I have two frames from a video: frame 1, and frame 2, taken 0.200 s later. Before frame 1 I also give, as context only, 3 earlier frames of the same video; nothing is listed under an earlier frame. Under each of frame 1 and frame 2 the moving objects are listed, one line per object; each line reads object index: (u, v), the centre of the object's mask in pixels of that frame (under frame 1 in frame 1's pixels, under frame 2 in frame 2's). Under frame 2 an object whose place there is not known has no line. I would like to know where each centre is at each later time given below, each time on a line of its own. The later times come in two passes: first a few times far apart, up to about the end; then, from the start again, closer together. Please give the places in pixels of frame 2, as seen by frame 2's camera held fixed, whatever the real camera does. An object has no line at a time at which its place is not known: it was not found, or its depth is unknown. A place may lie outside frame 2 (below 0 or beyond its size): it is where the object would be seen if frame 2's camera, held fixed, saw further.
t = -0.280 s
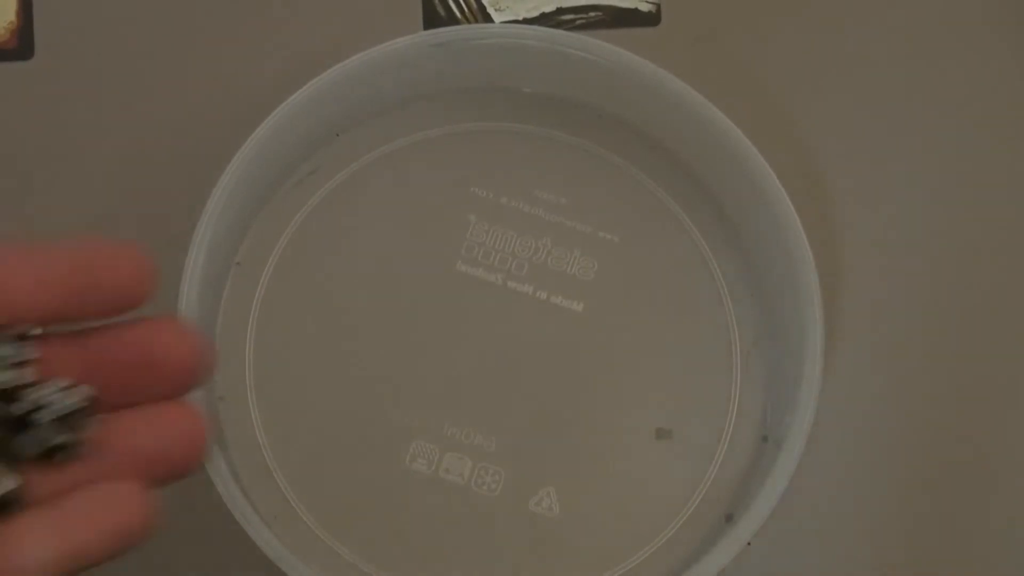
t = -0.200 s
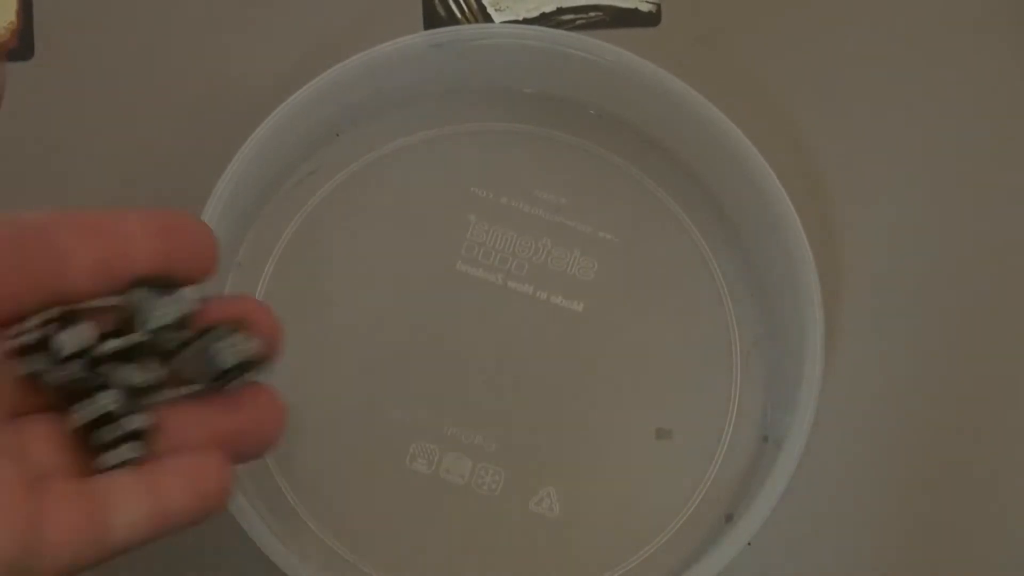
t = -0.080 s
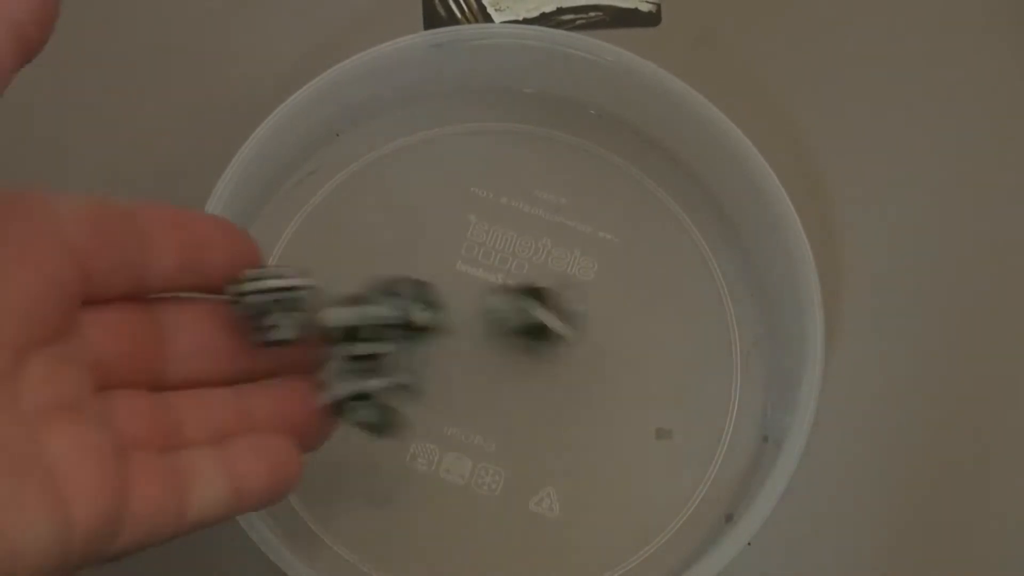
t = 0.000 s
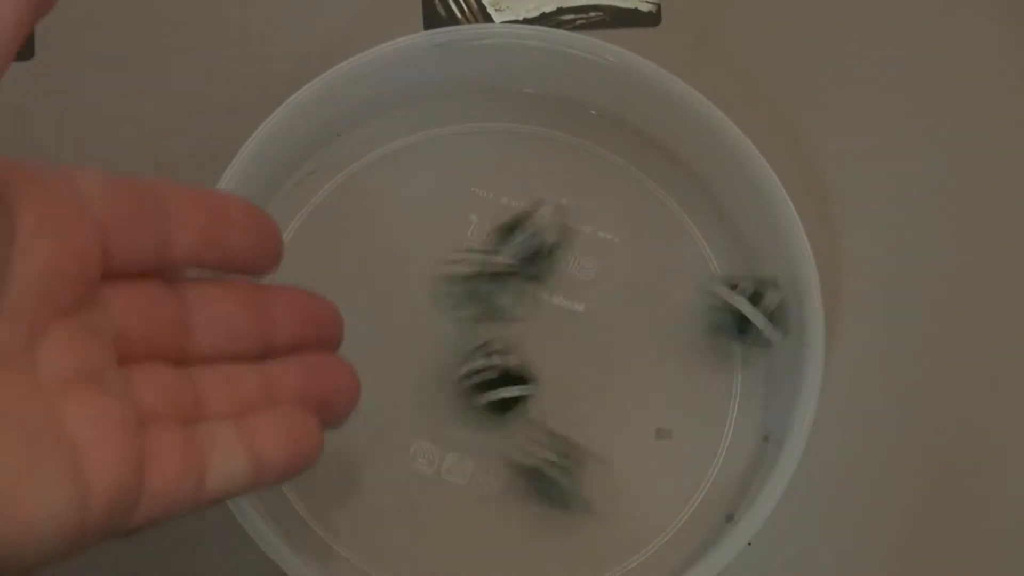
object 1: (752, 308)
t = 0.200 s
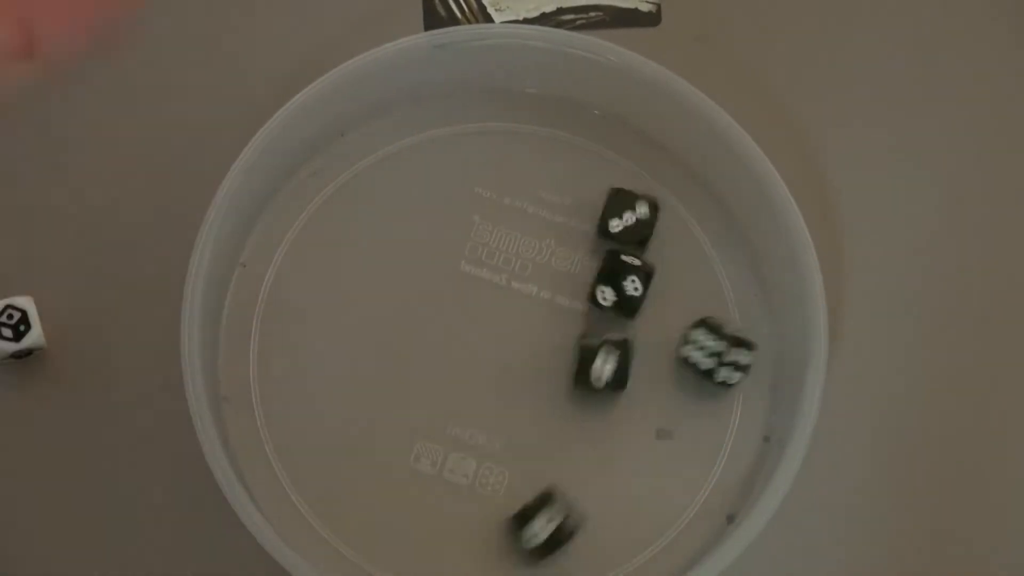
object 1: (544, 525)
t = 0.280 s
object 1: (476, 560)
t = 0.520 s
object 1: (409, 555)
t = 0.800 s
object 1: (409, 555)
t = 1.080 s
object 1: (409, 555)
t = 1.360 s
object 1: (409, 555)
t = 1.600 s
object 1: (409, 555)
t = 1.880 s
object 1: (409, 555)
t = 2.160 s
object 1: (409, 555)
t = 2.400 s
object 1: (409, 555)
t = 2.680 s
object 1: (409, 555)
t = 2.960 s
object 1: (409, 555)
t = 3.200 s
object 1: (409, 555)
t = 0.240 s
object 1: (510, 548)
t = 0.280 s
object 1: (476, 560)
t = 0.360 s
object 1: (426, 563)
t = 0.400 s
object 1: (414, 557)
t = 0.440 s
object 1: (409, 555)
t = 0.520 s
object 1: (409, 555)
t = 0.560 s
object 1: (409, 555)
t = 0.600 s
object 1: (409, 555)
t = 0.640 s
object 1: (409, 555)
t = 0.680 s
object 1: (409, 555)
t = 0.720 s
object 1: (409, 555)
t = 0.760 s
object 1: (409, 555)
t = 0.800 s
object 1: (409, 555)
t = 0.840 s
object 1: (409, 555)
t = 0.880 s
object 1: (409, 555)
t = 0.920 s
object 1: (409, 555)
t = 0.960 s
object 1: (409, 555)
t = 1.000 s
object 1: (409, 555)
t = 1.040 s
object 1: (409, 555)
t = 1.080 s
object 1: (409, 555)
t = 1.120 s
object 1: (409, 555)
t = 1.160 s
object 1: (409, 555)
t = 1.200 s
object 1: (409, 555)
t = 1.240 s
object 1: (409, 555)
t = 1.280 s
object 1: (409, 555)
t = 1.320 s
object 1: (409, 555)
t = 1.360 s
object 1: (409, 555)
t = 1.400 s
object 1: (409, 555)
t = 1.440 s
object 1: (409, 555)
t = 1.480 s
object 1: (409, 555)
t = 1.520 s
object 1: (409, 555)
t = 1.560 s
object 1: (409, 555)
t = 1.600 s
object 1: (409, 555)
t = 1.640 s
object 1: (409, 555)
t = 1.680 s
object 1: (409, 555)
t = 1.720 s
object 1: (409, 555)
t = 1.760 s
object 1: (409, 555)
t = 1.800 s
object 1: (409, 555)
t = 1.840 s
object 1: (409, 555)
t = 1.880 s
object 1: (409, 555)
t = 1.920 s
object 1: (409, 555)
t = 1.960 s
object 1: (409, 555)
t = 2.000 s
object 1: (409, 555)
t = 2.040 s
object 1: (409, 555)
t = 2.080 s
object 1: (409, 555)
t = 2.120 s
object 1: (409, 555)
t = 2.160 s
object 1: (409, 555)
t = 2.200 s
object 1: (409, 555)
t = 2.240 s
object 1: (409, 555)
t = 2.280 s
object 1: (409, 555)
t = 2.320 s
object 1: (409, 555)
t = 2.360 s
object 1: (409, 555)
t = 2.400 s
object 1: (409, 555)
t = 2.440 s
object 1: (409, 555)
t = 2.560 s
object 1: (409, 555)
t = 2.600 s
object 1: (409, 555)
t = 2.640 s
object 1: (409, 555)
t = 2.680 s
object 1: (409, 555)
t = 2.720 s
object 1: (409, 555)
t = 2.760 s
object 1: (409, 555)
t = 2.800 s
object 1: (410, 555)
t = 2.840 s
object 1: (409, 555)
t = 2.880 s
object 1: (409, 555)
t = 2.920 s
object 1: (409, 555)
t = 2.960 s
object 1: (409, 555)
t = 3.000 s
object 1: (409, 555)
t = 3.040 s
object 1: (409, 555)
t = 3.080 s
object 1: (409, 555)
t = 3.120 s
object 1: (409, 555)
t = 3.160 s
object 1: (409, 555)
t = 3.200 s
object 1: (409, 555)
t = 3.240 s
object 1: (409, 555)
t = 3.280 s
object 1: (409, 555)
